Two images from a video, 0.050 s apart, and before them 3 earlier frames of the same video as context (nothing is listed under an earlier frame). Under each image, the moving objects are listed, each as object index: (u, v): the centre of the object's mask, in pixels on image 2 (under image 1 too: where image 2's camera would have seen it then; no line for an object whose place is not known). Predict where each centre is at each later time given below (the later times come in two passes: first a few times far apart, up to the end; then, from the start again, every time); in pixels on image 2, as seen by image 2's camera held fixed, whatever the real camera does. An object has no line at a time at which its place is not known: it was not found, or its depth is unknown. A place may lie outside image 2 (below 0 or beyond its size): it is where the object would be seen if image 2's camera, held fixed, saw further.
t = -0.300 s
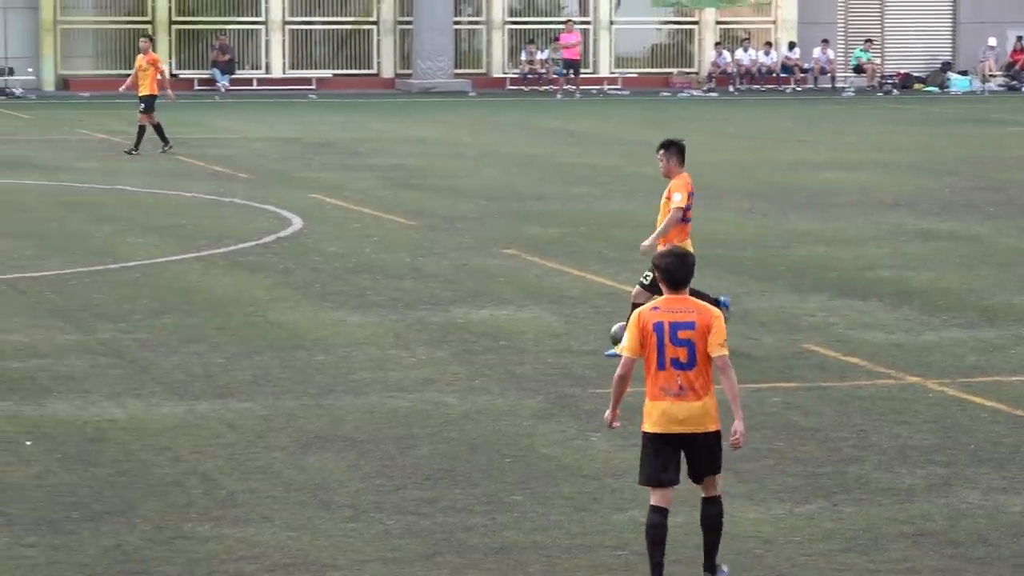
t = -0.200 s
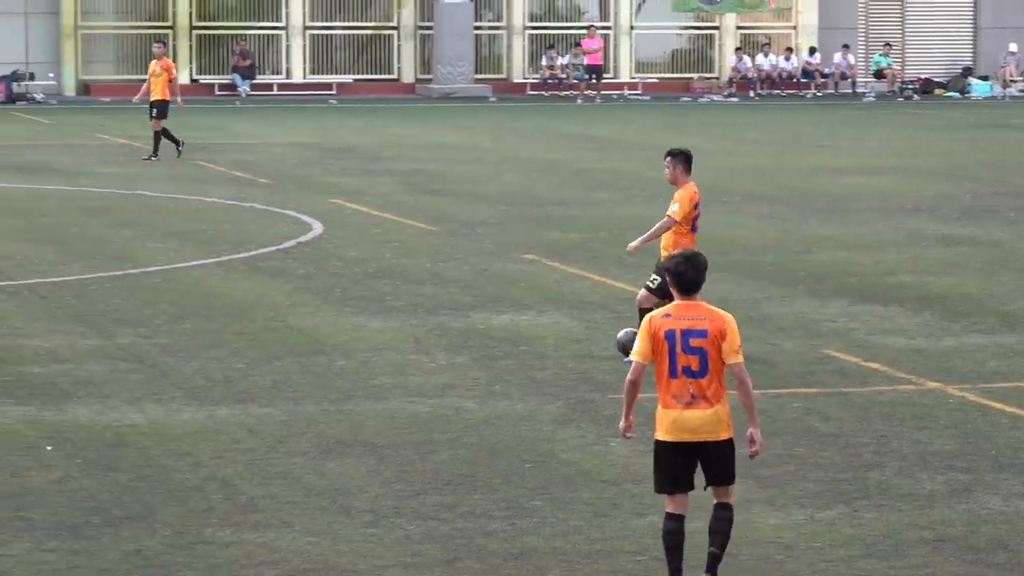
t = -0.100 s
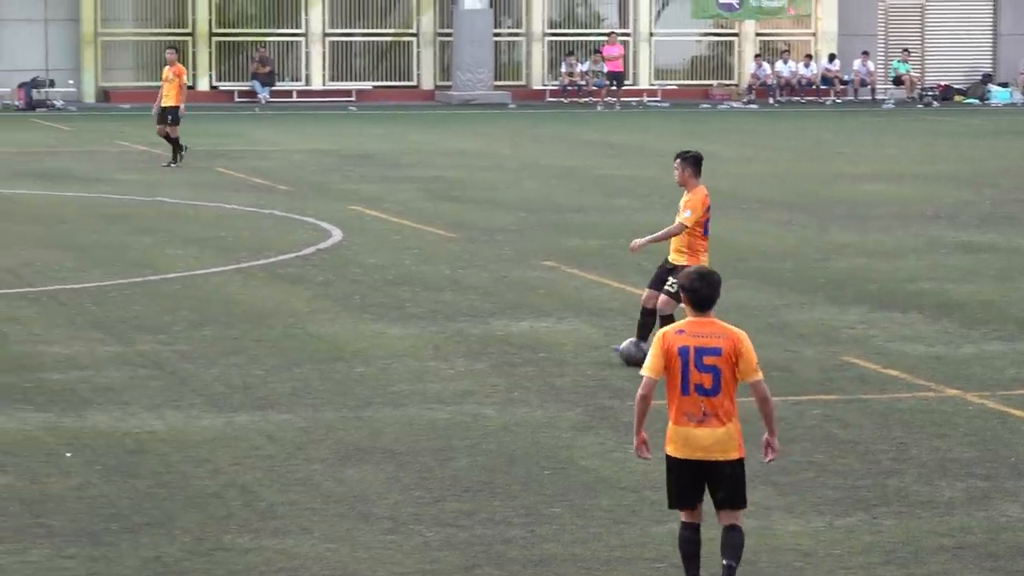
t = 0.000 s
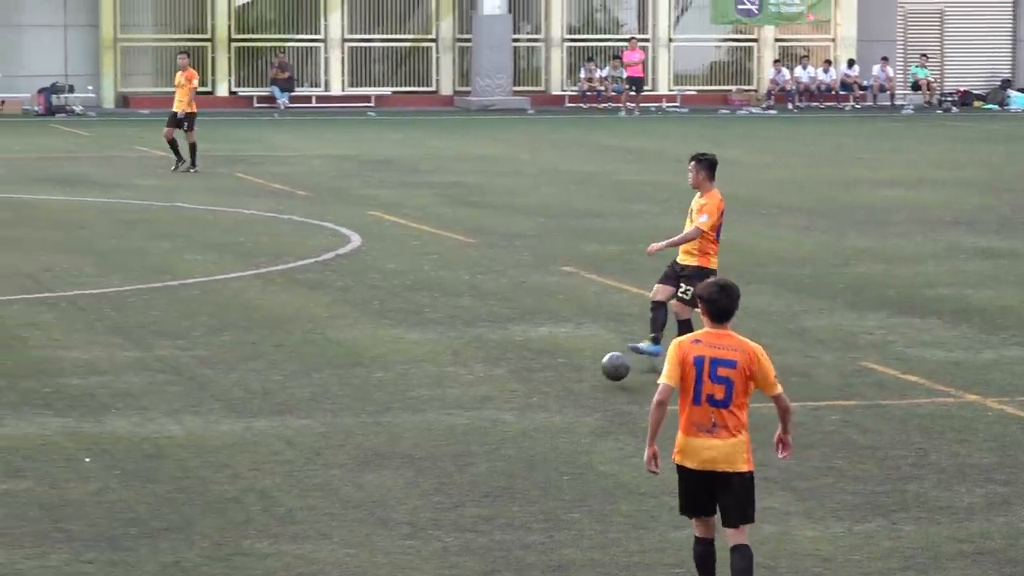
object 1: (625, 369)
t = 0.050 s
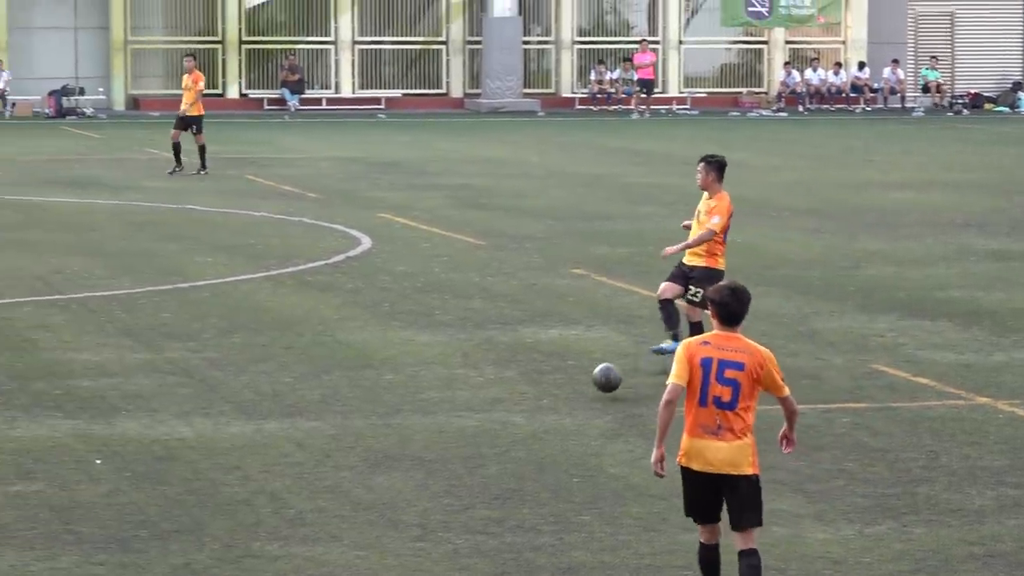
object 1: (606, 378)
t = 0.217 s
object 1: (544, 406)
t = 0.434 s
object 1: (467, 432)
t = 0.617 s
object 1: (402, 465)
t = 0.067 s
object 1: (600, 381)
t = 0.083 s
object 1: (594, 386)
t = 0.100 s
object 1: (587, 390)
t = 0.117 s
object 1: (581, 392)
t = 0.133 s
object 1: (575, 393)
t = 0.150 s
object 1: (569, 395)
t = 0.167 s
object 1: (563, 397)
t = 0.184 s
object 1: (557, 399)
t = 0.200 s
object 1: (550, 402)
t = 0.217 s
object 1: (544, 406)
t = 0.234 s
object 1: (538, 410)
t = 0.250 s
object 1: (532, 414)
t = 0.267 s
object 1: (525, 415)
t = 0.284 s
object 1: (521, 416)
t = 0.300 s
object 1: (516, 416)
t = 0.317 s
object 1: (508, 415)
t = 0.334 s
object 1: (502, 417)
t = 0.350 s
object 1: (496, 418)
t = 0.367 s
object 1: (490, 420)
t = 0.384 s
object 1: (484, 423)
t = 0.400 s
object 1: (478, 426)
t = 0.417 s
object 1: (473, 429)
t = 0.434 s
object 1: (467, 432)
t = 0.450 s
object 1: (460, 437)
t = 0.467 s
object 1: (454, 441)
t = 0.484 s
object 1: (448, 447)
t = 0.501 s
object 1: (442, 449)
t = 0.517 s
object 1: (437, 450)
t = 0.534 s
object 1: (432, 452)
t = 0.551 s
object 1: (424, 452)
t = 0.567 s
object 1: (419, 455)
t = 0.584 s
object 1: (414, 457)
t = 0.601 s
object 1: (408, 461)
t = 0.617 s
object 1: (402, 465)
